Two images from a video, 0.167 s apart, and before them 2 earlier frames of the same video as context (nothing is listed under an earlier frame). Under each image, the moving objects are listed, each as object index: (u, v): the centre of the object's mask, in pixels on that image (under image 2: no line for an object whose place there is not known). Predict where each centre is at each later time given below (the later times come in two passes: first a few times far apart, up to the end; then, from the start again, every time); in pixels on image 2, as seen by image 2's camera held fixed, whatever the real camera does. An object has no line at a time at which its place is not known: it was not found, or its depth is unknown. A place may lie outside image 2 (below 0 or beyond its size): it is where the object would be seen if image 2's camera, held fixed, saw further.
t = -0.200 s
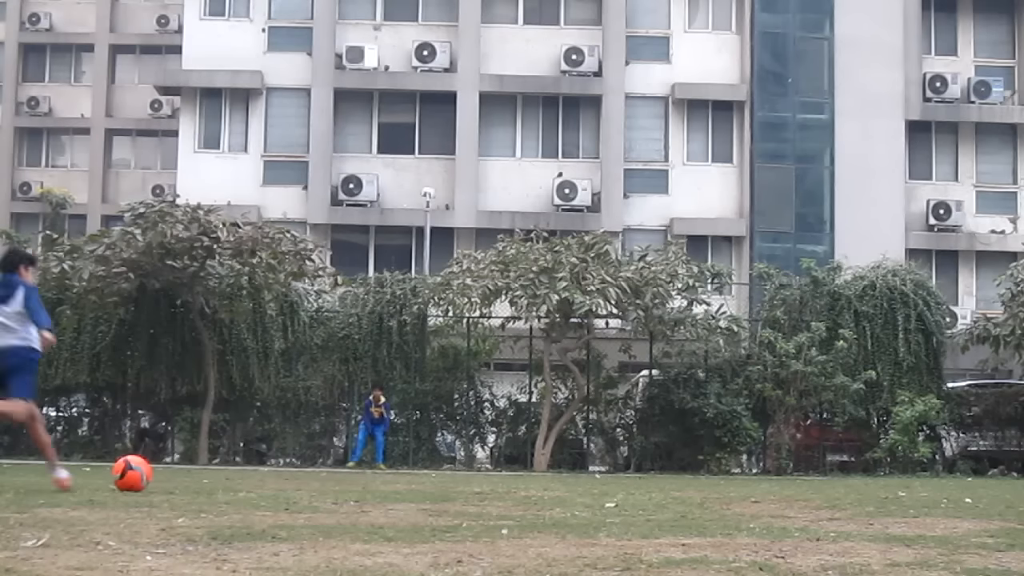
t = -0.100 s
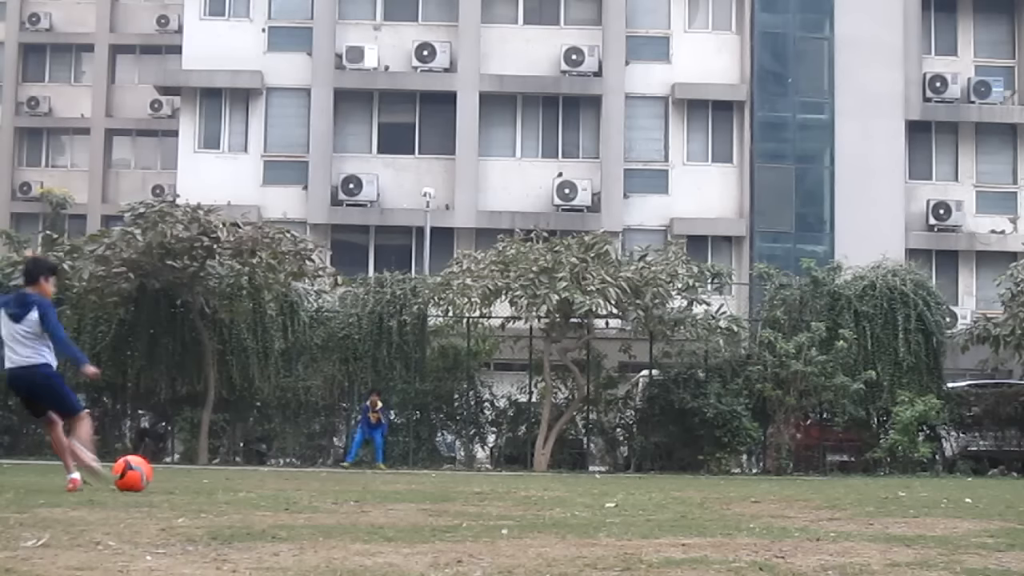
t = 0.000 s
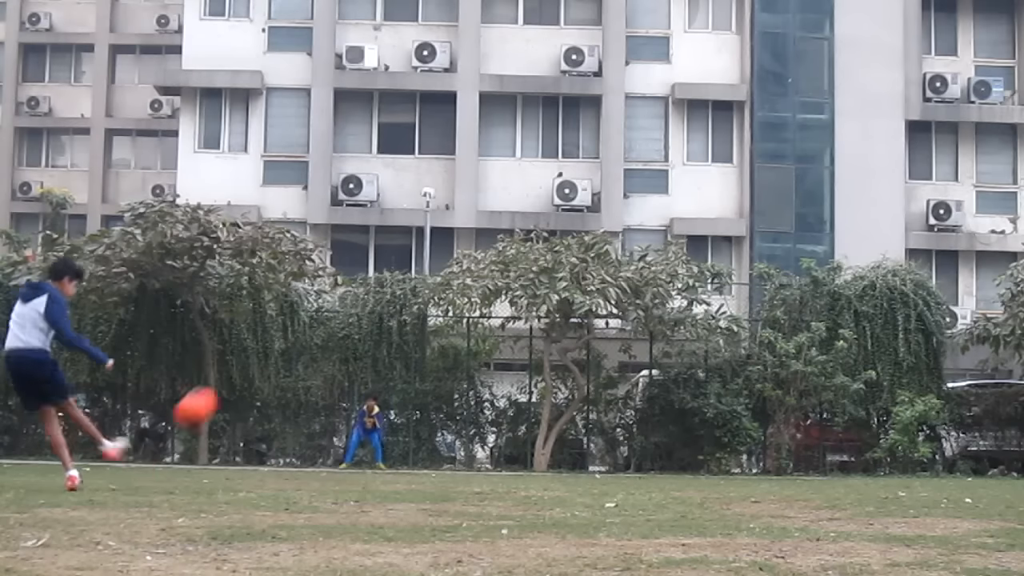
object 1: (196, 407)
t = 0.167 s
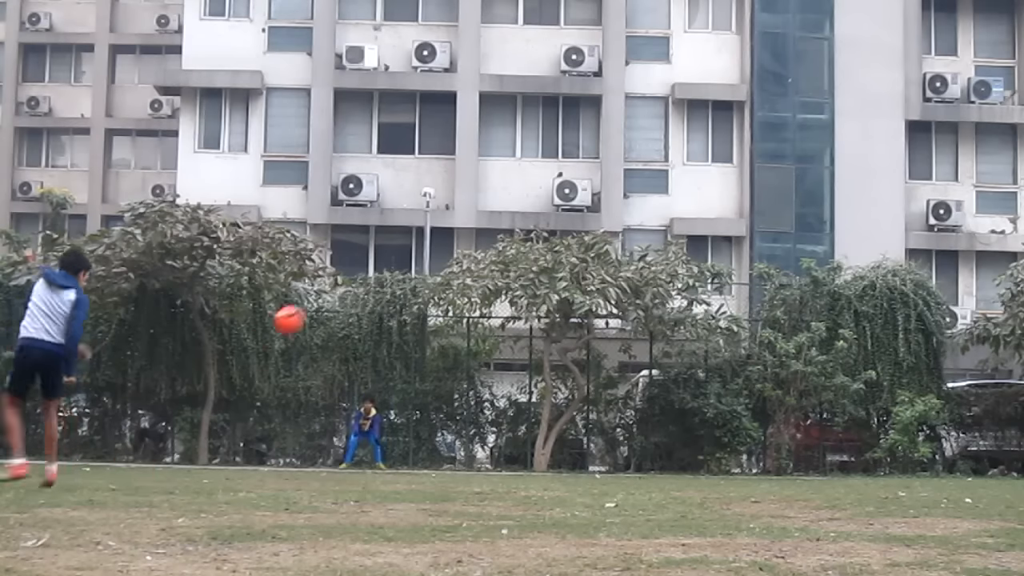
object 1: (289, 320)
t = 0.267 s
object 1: (324, 291)
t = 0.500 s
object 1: (370, 264)
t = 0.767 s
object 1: (393, 274)
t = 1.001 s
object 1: (400, 305)
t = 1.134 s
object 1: (405, 324)
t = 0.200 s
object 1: (302, 308)
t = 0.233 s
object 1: (314, 299)
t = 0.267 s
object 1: (324, 291)
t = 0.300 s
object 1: (332, 283)
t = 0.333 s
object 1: (340, 278)
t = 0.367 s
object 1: (346, 274)
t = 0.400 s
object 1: (353, 270)
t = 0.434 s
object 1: (359, 267)
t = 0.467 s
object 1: (365, 265)
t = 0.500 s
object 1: (370, 264)
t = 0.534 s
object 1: (374, 263)
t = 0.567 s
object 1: (377, 263)
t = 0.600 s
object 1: (381, 264)
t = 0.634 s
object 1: (384, 265)
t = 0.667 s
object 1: (386, 266)
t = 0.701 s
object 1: (389, 269)
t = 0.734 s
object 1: (391, 271)
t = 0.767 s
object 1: (393, 274)
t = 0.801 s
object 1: (394, 277)
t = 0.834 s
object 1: (396, 280)
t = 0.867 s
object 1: (397, 285)
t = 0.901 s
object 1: (398, 289)
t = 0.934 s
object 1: (399, 294)
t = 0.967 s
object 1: (399, 299)
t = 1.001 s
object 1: (400, 305)
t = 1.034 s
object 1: (400, 311)
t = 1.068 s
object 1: (402, 315)
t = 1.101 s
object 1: (403, 319)
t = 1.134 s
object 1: (405, 324)
